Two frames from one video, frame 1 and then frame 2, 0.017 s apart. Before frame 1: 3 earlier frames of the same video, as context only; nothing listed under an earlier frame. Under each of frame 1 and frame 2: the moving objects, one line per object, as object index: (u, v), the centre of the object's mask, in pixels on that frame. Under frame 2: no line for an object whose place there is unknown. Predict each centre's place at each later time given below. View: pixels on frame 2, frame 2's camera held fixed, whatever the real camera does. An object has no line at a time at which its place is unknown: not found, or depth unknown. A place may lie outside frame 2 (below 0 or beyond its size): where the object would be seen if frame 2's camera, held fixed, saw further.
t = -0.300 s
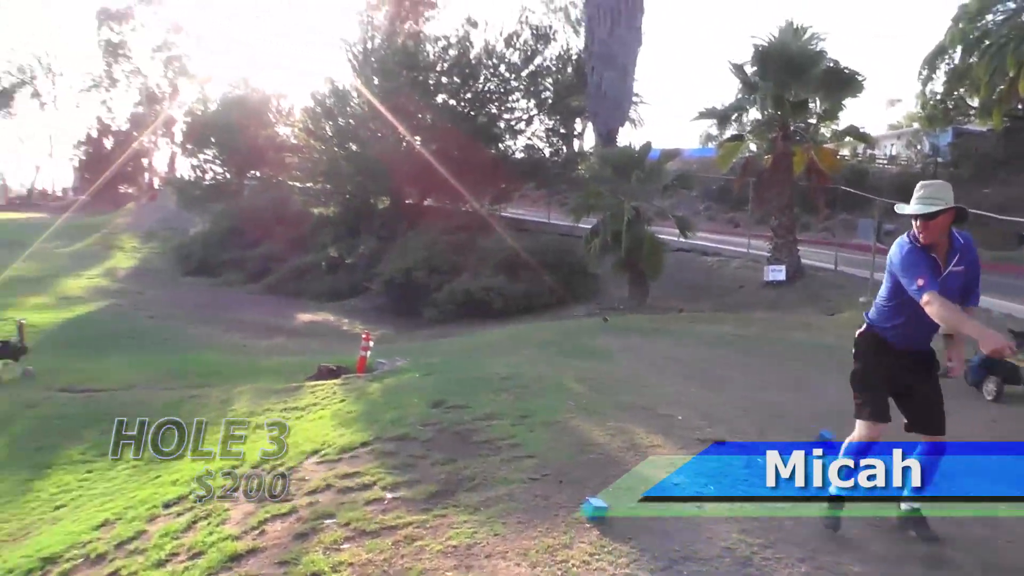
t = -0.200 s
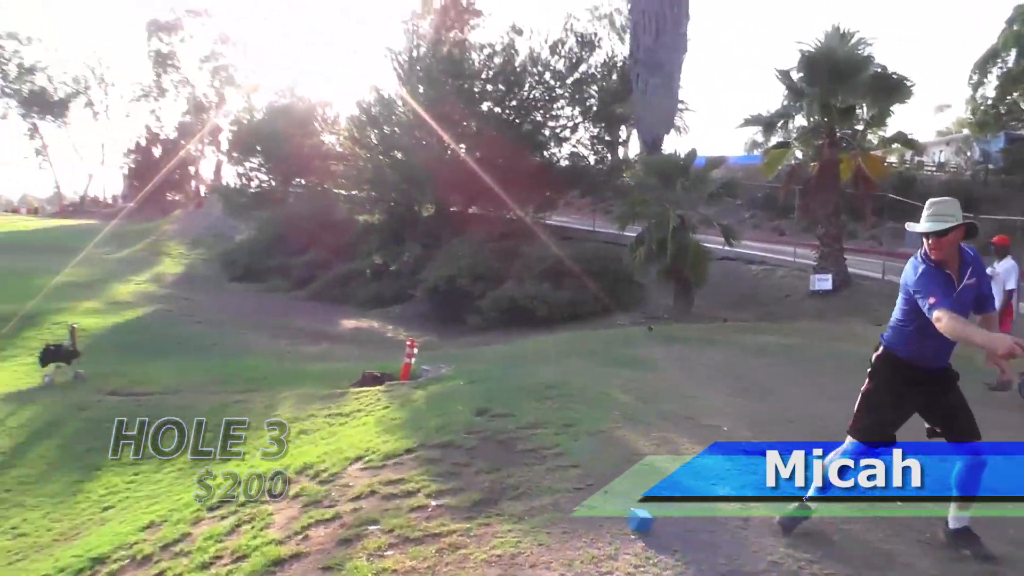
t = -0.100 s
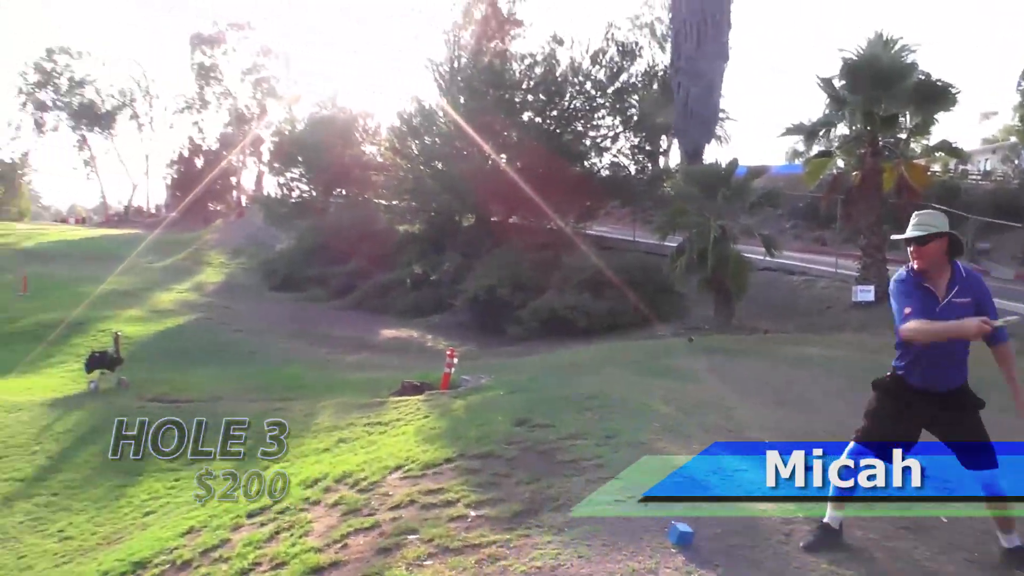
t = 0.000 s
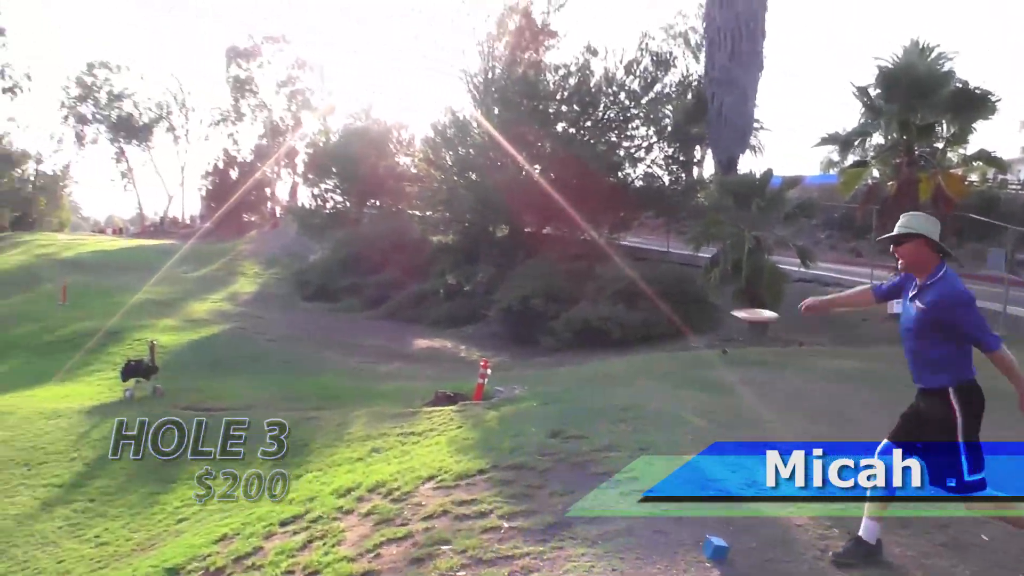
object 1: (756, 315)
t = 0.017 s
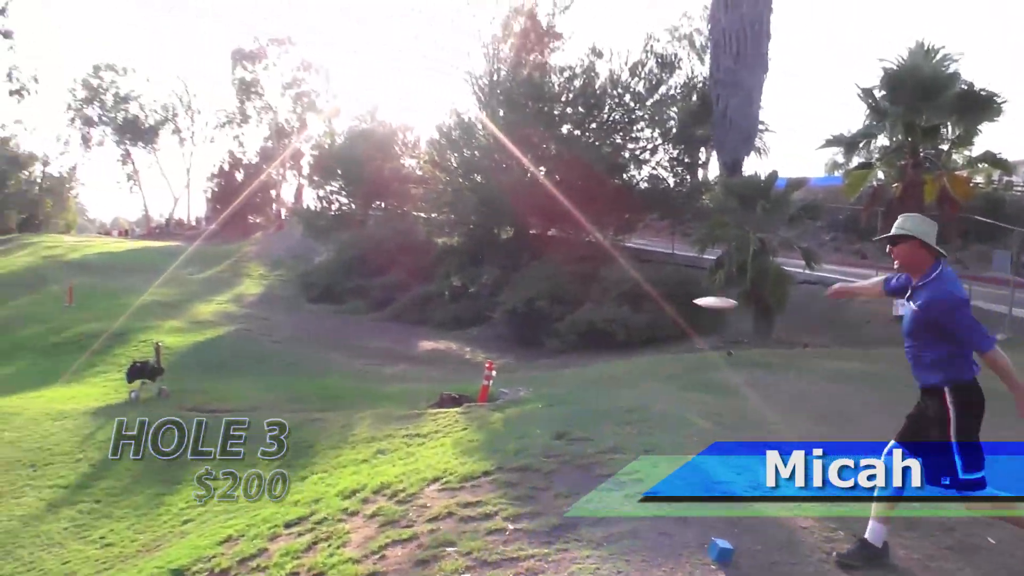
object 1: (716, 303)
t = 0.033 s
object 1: (676, 291)
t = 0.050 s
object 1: (642, 280)
